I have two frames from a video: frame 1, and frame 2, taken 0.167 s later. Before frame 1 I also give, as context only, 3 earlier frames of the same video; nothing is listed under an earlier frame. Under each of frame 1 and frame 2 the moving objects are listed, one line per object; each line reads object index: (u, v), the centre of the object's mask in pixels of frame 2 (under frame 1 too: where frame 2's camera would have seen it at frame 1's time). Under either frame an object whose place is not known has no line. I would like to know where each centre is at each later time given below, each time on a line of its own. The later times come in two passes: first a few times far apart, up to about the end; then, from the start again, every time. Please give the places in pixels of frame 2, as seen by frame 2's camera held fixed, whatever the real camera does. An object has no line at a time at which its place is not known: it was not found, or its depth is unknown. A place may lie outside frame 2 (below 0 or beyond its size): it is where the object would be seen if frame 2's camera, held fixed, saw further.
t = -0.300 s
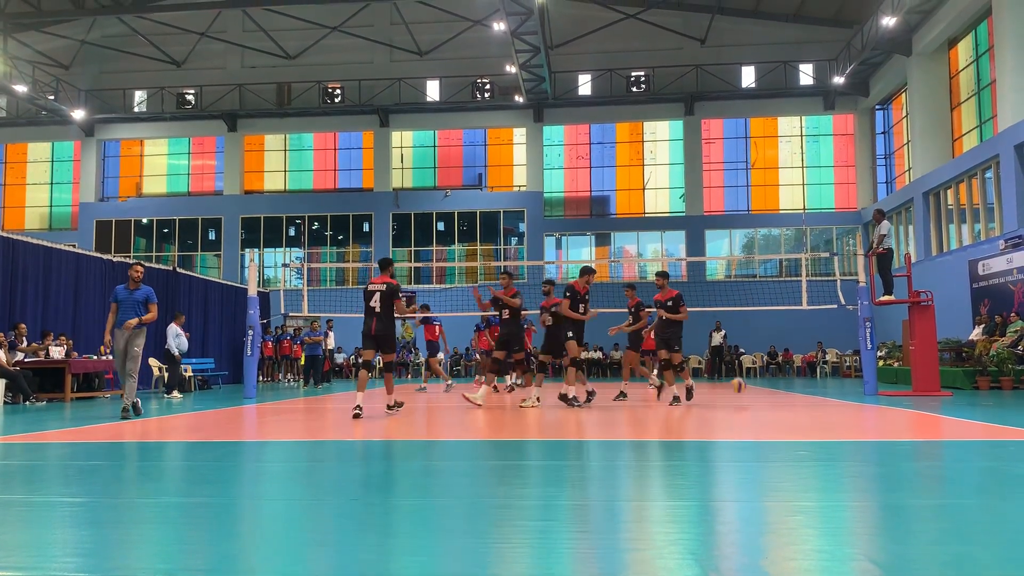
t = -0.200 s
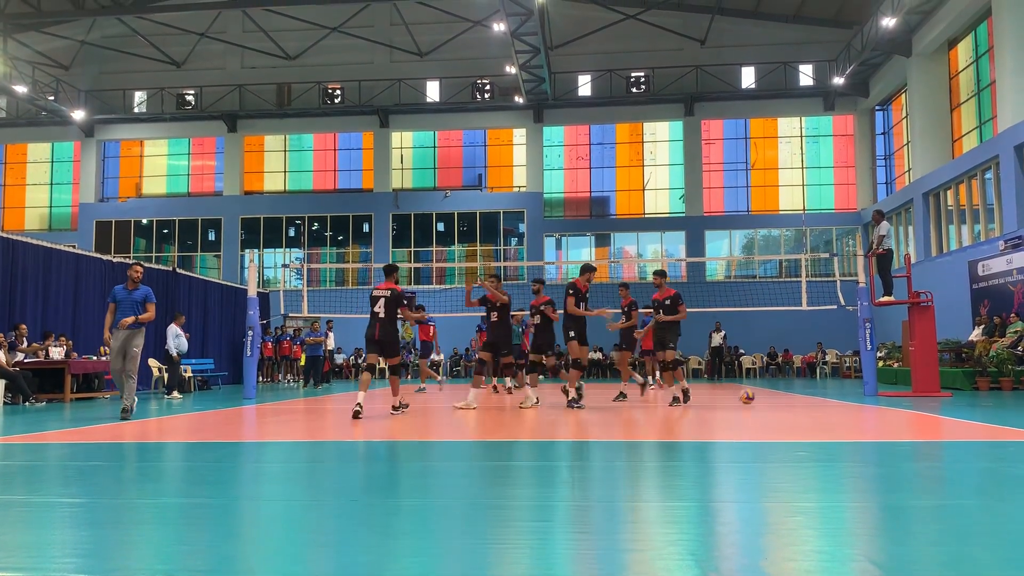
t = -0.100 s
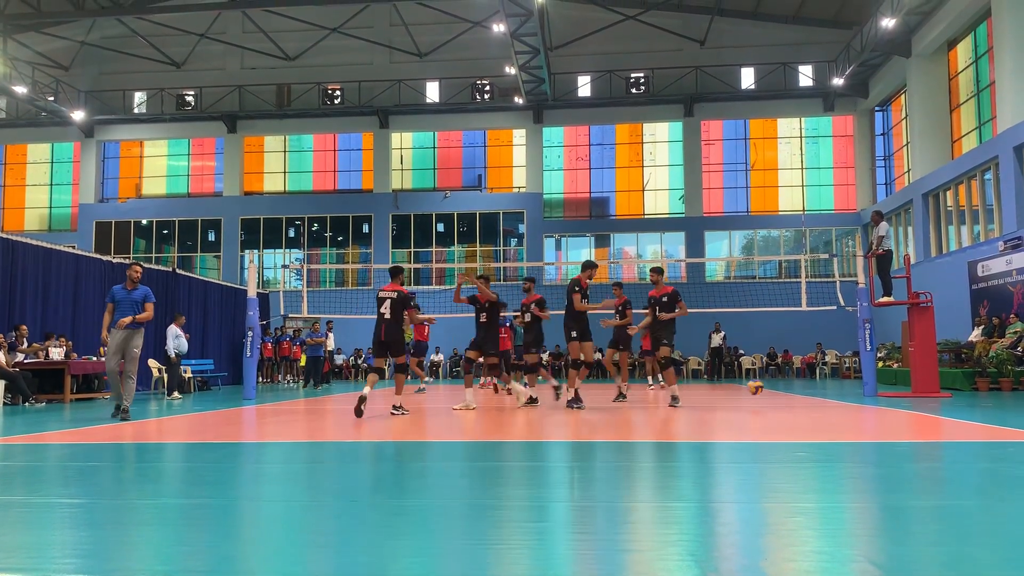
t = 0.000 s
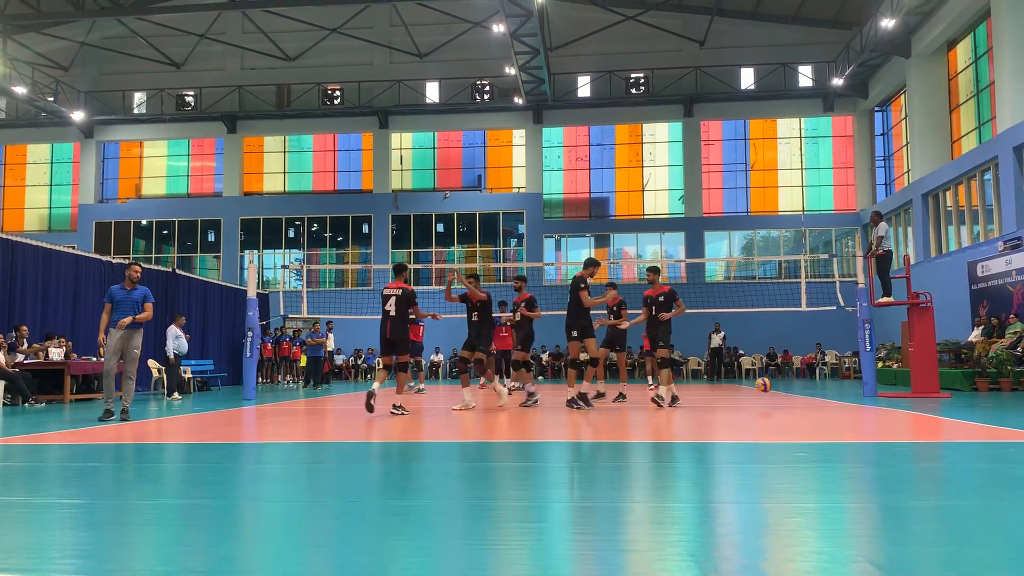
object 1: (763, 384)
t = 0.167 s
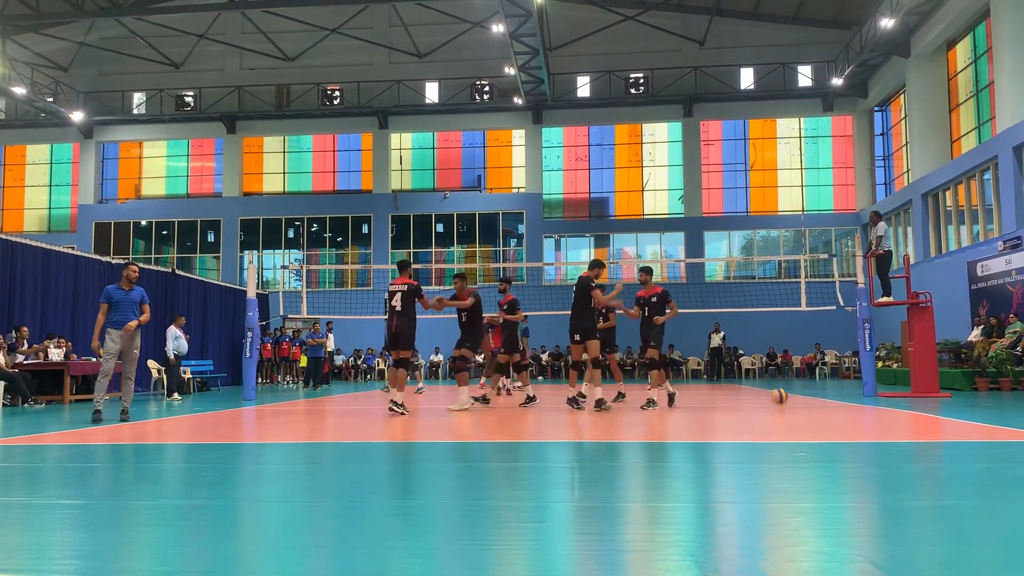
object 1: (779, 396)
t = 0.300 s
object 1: (791, 393)
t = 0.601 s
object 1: (821, 398)
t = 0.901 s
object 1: (851, 401)
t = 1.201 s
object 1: (883, 402)
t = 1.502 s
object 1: (917, 408)
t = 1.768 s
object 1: (951, 409)
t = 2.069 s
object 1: (991, 413)
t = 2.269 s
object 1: (1016, 416)
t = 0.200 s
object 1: (783, 401)
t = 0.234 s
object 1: (786, 398)
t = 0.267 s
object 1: (789, 394)
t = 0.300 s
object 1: (791, 393)
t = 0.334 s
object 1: (794, 391)
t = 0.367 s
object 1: (798, 391)
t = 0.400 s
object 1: (801, 390)
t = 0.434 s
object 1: (804, 391)
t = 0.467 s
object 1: (807, 393)
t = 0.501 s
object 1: (810, 396)
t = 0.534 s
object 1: (814, 400)
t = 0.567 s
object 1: (818, 402)
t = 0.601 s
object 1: (821, 398)
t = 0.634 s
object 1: (824, 396)
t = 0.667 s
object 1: (827, 395)
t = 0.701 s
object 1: (830, 394)
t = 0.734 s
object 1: (833, 395)
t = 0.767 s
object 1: (837, 396)
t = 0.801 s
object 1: (840, 398)
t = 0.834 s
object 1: (844, 401)
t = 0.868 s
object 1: (847, 404)
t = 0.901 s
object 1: (851, 401)
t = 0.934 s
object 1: (855, 400)
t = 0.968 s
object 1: (858, 399)
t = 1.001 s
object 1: (861, 399)
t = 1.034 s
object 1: (865, 400)
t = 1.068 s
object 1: (868, 402)
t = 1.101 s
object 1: (872, 404)
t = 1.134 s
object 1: (875, 405)
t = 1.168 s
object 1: (879, 402)
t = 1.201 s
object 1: (883, 402)
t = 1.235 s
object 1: (887, 402)
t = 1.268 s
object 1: (890, 403)
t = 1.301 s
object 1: (895, 405)
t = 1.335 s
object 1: (899, 407)
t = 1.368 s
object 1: (903, 405)
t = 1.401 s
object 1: (906, 404)
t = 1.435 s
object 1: (910, 404)
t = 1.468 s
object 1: (913, 405)
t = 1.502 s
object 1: (917, 408)
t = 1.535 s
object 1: (922, 408)
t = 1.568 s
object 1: (926, 407)
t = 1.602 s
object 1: (930, 407)
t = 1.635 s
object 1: (934, 407)
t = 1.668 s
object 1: (939, 410)
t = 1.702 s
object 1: (944, 410)
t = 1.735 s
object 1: (947, 409)
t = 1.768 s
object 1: (951, 409)
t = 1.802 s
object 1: (955, 411)
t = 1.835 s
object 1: (960, 411)
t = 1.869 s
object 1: (964, 411)
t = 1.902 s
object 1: (968, 411)
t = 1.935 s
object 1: (972, 412)
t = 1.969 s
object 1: (977, 412)
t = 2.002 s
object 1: (981, 412)
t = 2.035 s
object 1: (986, 413)
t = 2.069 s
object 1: (991, 413)
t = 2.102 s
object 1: (996, 413)
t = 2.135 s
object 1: (1001, 414)
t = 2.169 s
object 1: (1005, 414)
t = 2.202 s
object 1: (1009, 415)
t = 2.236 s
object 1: (1013, 415)
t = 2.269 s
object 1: (1016, 416)
